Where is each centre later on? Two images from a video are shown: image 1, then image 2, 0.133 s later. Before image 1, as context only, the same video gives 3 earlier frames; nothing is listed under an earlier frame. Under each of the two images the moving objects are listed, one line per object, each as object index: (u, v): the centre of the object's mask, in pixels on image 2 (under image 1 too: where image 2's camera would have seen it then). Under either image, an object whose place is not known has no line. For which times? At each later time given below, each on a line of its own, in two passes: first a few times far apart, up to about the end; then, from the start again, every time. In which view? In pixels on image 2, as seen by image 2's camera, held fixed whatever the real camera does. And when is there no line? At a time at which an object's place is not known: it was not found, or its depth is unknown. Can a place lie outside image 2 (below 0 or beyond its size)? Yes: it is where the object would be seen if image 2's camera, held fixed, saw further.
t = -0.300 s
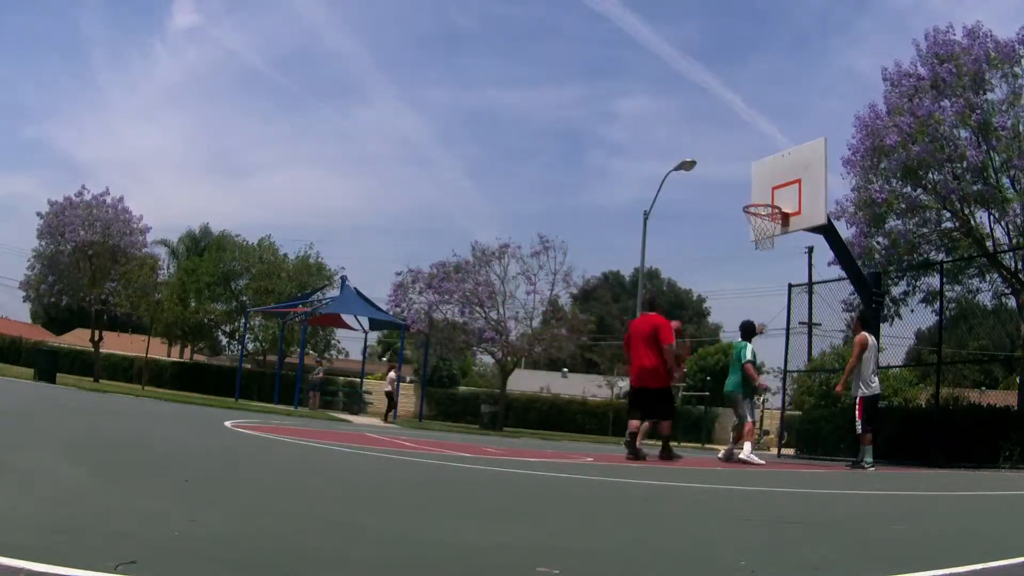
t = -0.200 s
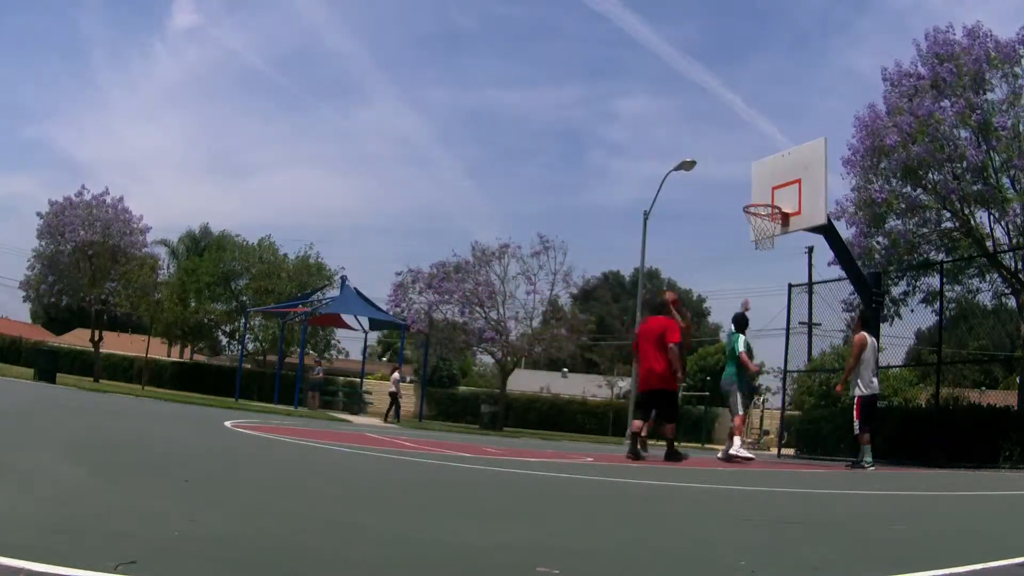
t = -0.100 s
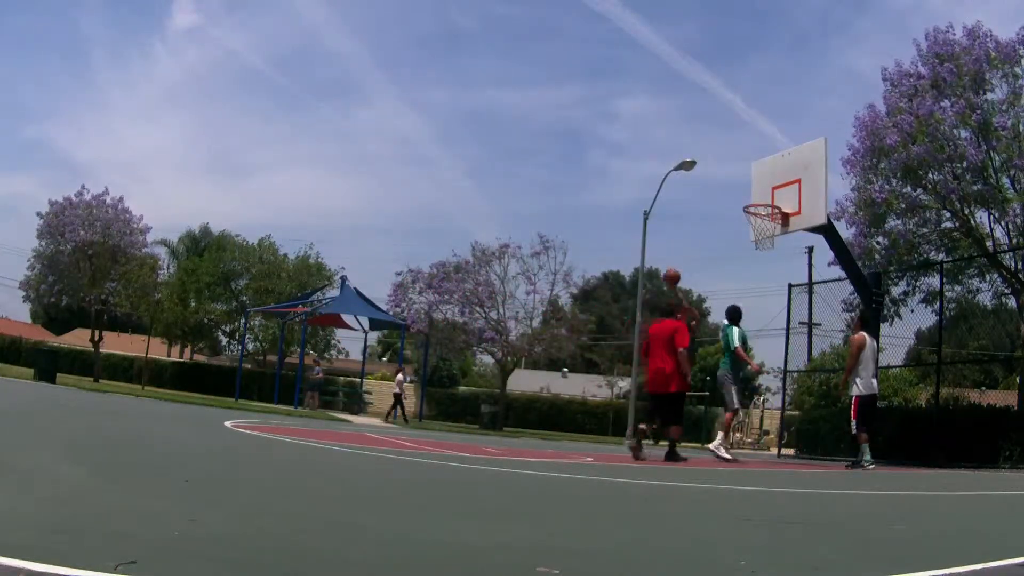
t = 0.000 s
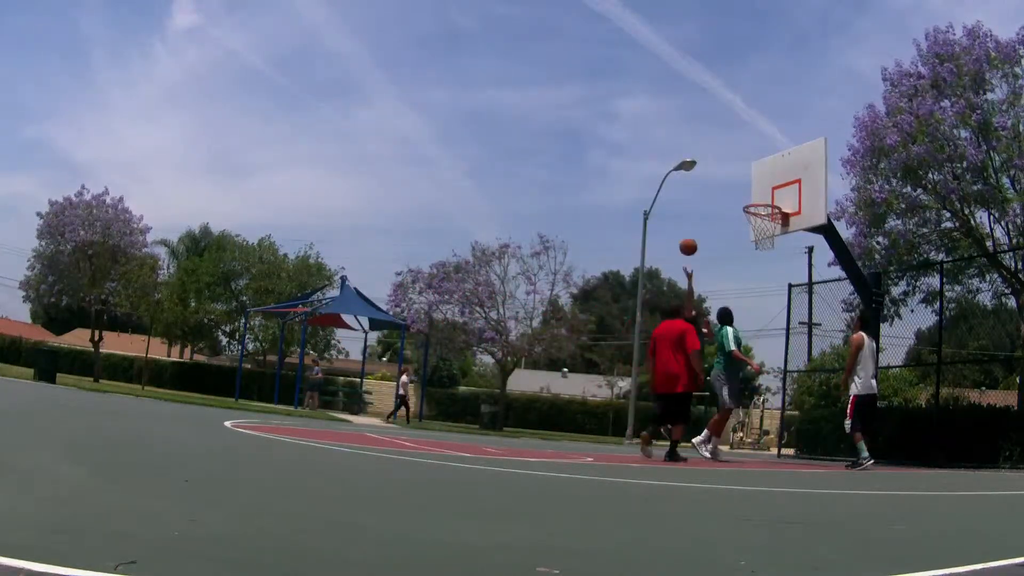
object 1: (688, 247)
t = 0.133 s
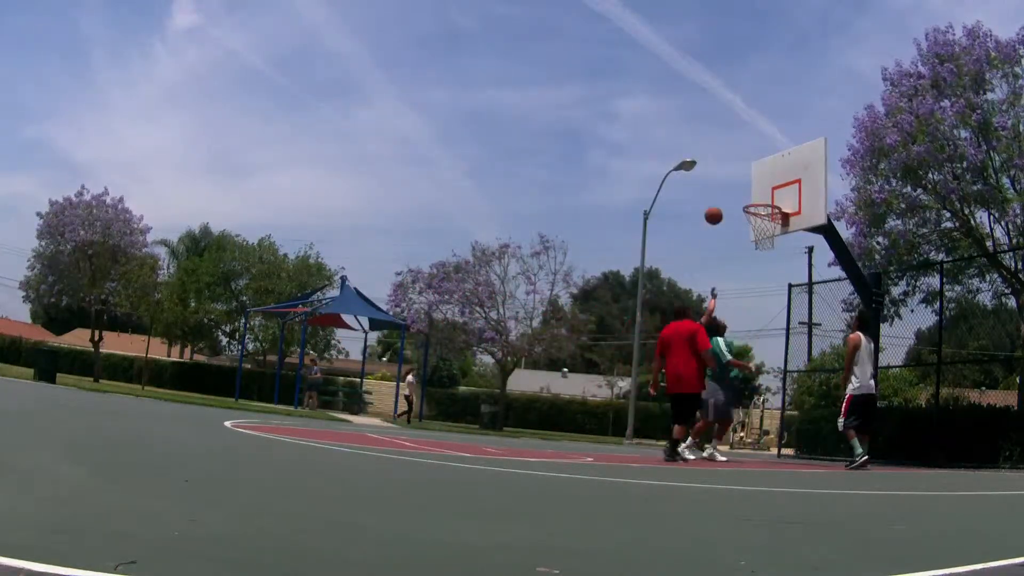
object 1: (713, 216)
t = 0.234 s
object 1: (732, 200)
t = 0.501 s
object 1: (744, 199)
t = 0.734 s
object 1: (720, 235)
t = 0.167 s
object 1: (720, 210)
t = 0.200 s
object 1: (726, 205)
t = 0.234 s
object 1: (732, 200)
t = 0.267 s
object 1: (738, 197)
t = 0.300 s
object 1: (744, 194)
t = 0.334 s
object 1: (750, 193)
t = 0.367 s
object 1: (749, 193)
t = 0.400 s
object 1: (748, 193)
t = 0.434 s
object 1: (746, 194)
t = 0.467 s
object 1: (745, 196)
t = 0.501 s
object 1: (744, 199)
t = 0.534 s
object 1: (743, 203)
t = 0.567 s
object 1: (742, 208)
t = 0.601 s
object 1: (739, 213)
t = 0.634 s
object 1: (735, 218)
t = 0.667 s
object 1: (730, 223)
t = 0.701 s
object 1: (725, 229)
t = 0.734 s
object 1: (720, 235)
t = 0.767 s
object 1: (715, 243)
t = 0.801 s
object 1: (710, 252)
